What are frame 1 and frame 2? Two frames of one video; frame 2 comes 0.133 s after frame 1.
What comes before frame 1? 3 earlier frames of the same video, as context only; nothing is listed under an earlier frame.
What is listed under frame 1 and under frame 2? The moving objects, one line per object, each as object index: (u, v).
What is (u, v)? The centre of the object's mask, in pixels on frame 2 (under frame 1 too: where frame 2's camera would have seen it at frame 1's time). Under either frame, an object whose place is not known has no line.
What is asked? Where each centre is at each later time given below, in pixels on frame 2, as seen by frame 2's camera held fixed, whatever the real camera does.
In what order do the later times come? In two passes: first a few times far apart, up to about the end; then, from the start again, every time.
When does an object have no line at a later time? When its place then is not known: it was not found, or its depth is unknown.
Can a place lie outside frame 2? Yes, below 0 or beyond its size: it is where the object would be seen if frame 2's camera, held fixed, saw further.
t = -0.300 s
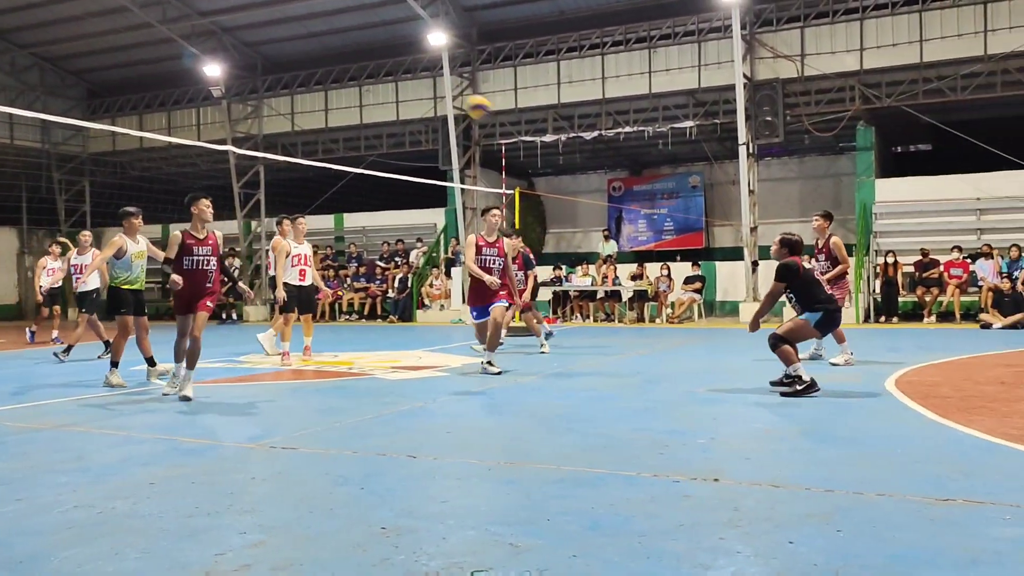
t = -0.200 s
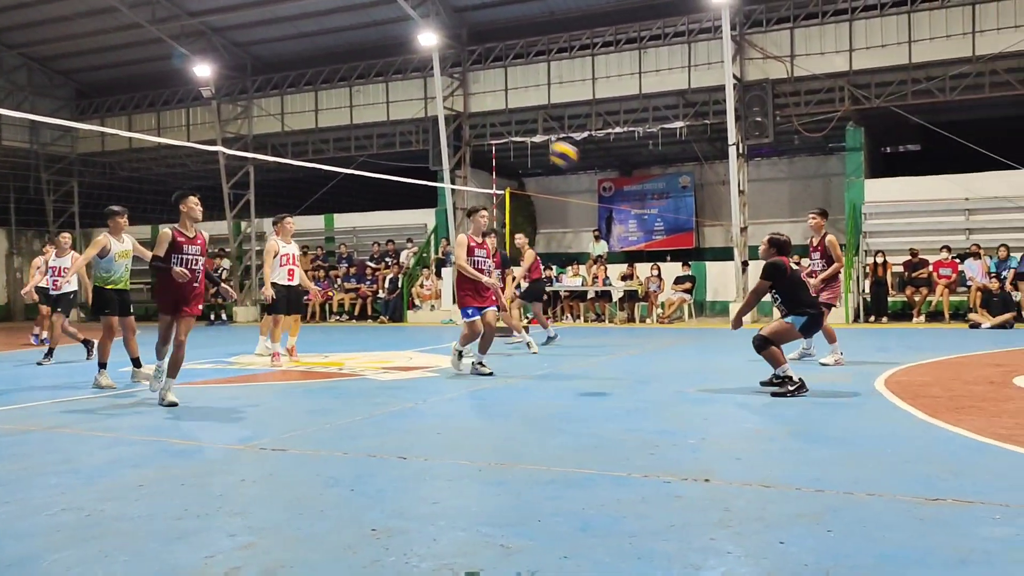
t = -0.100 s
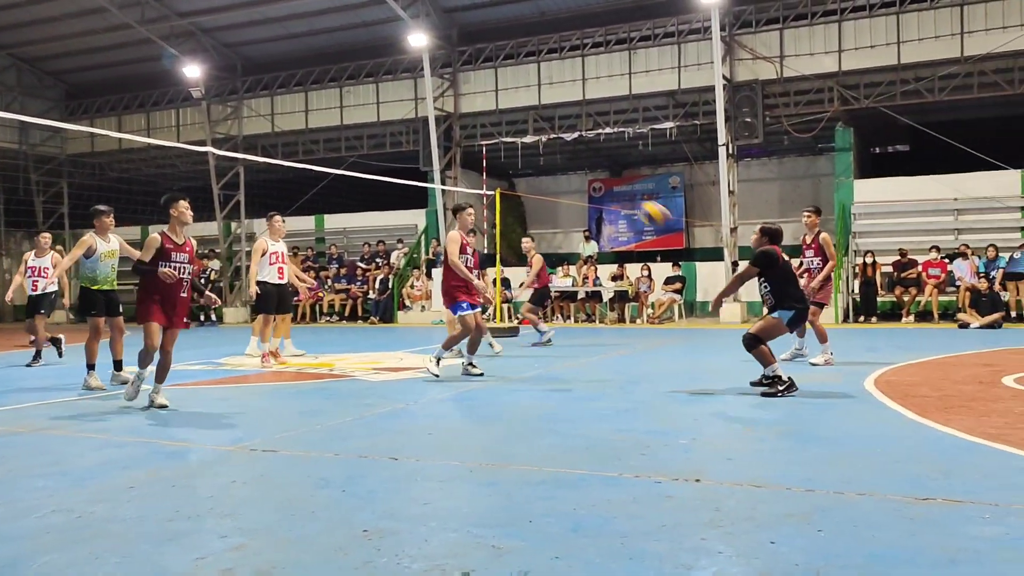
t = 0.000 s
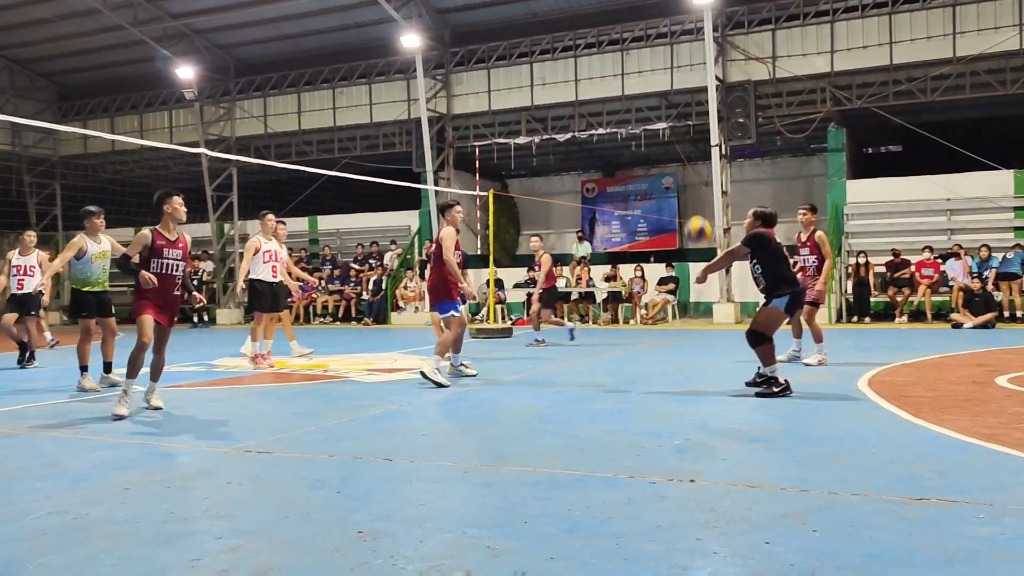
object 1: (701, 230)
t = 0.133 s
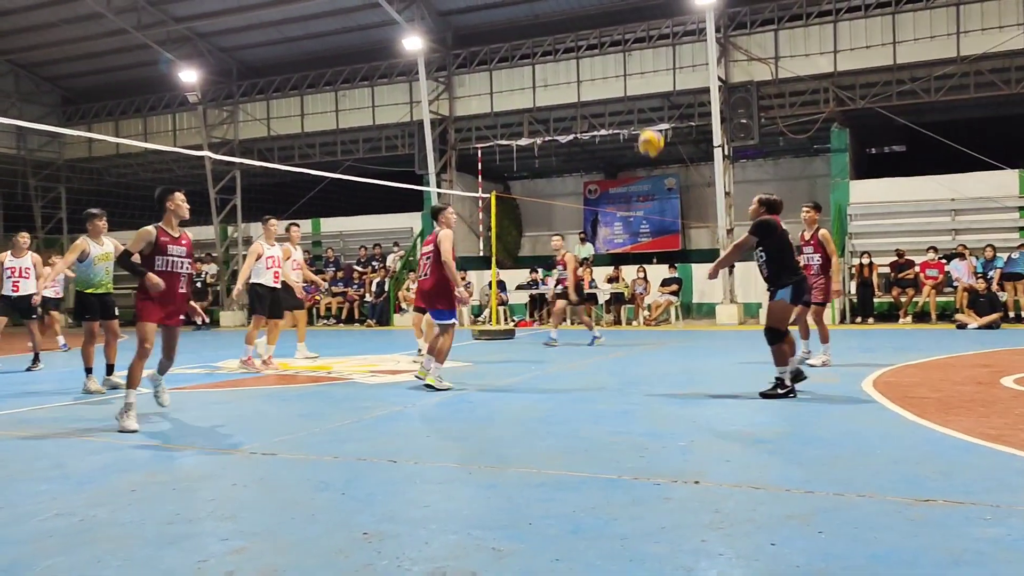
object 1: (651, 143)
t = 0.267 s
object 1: (605, 80)
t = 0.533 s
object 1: (526, 23)
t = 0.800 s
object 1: (460, 40)
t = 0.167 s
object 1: (639, 124)
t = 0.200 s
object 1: (627, 108)
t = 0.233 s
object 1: (616, 94)
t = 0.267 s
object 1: (605, 80)
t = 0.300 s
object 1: (594, 67)
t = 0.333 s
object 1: (583, 57)
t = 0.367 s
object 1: (573, 48)
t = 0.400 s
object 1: (563, 41)
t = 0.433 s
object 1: (554, 35)
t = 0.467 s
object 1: (544, 29)
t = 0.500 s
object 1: (535, 25)
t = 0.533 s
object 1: (526, 23)
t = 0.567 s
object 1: (517, 21)
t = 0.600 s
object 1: (508, 20)
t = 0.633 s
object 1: (500, 21)
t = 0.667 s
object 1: (492, 23)
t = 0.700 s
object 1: (484, 26)
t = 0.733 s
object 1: (476, 29)
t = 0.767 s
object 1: (468, 34)
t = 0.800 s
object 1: (460, 40)
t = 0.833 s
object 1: (453, 47)
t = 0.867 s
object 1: (446, 55)
